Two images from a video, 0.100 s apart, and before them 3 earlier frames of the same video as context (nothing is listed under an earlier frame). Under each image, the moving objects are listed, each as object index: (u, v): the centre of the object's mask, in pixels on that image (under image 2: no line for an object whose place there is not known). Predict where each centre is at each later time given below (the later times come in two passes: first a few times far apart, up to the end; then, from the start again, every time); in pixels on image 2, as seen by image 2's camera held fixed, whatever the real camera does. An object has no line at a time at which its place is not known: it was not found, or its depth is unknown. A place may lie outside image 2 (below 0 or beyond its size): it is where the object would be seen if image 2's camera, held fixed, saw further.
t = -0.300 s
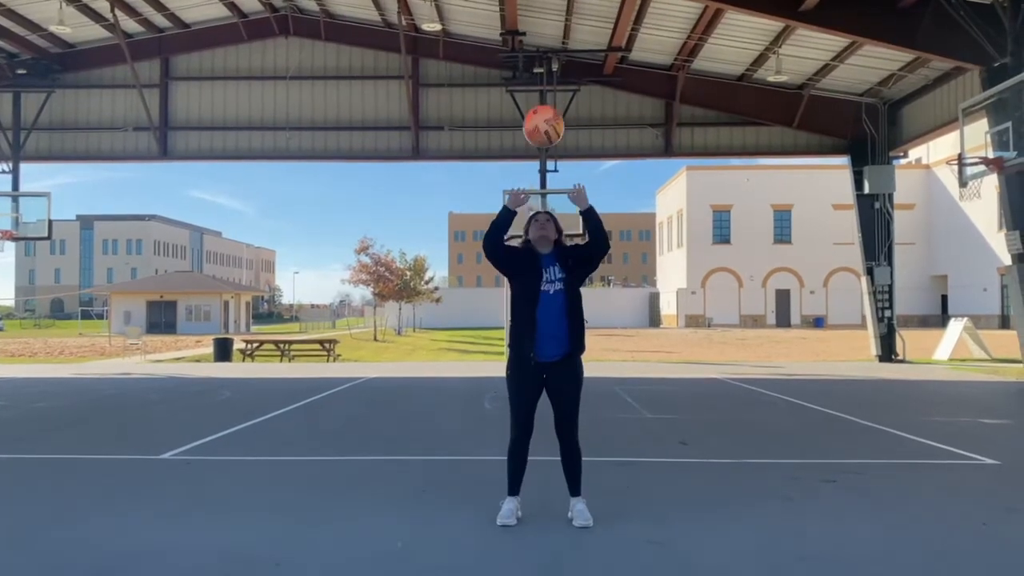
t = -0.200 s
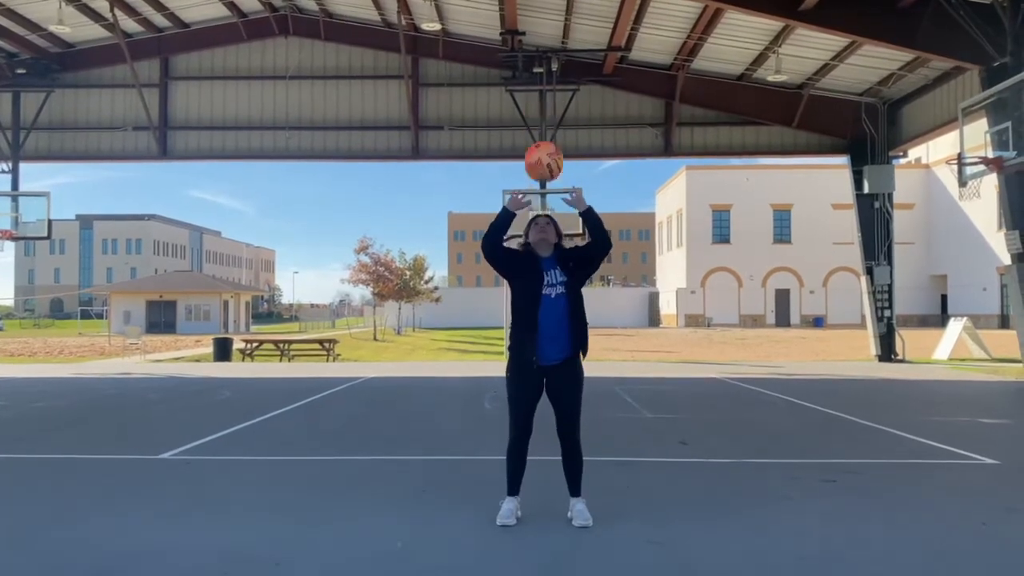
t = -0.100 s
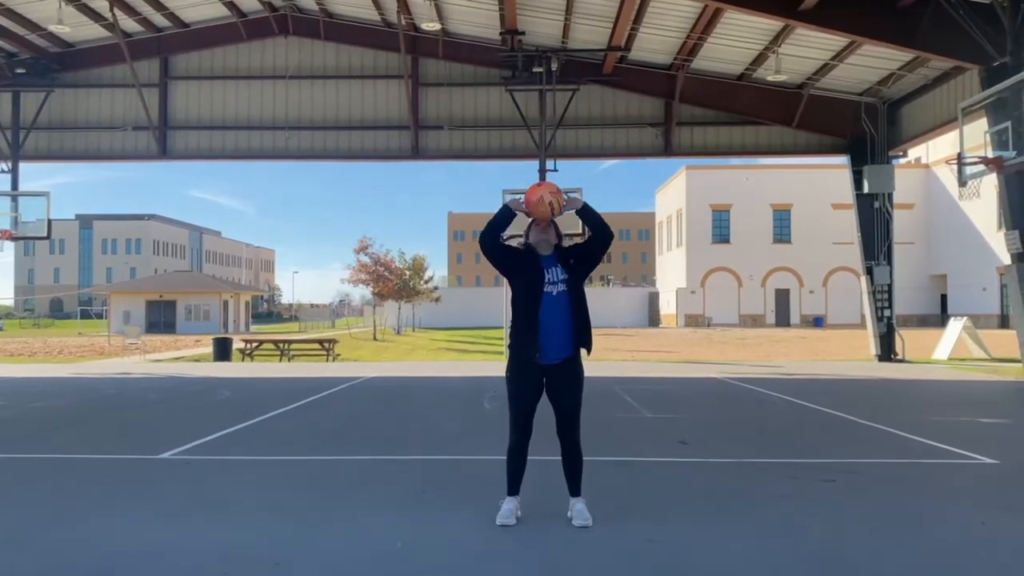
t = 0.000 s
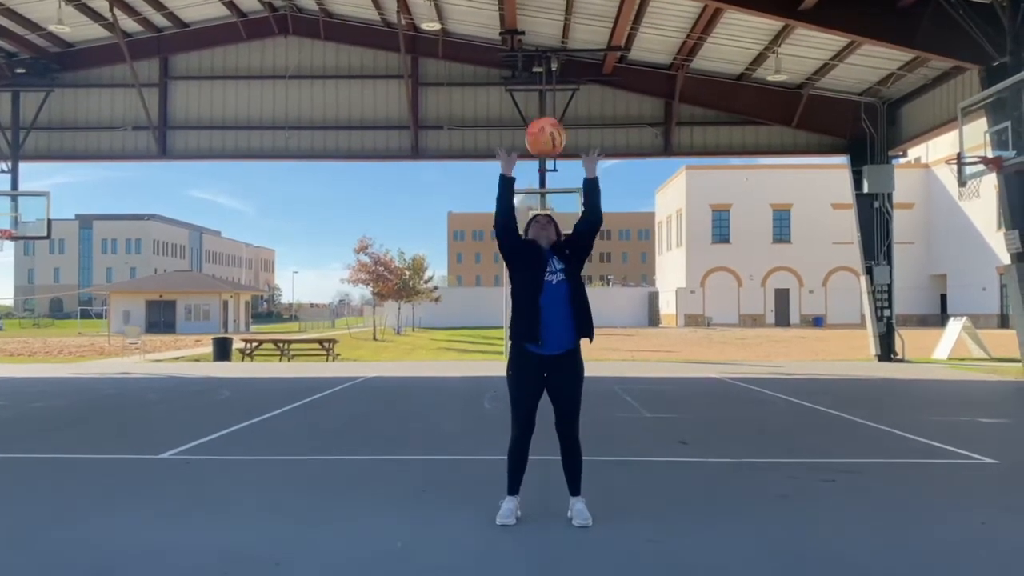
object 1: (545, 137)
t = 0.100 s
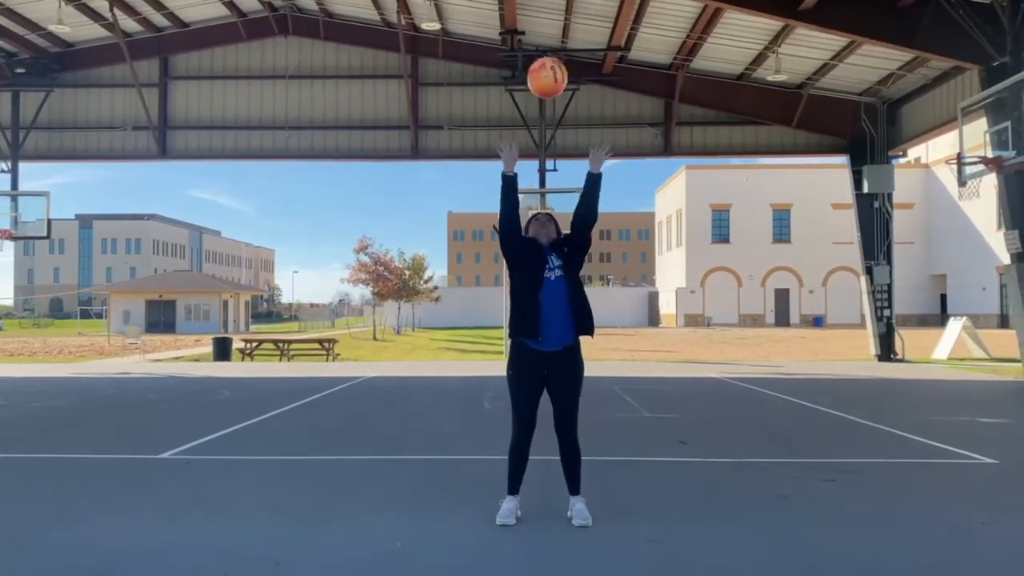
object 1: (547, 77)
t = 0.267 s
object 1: (551, 21)
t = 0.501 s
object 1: (557, 30)
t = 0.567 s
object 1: (559, 51)
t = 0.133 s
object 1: (548, 62)
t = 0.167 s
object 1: (549, 49)
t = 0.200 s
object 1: (550, 38)
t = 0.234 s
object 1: (550, 28)
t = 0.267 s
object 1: (551, 21)
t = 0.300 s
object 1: (552, 17)
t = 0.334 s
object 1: (553, 15)
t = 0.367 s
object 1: (554, 15)
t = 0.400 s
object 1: (555, 16)
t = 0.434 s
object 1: (556, 18)
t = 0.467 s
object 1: (557, 22)
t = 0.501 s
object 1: (557, 30)
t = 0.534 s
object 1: (558, 40)
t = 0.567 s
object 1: (559, 51)
